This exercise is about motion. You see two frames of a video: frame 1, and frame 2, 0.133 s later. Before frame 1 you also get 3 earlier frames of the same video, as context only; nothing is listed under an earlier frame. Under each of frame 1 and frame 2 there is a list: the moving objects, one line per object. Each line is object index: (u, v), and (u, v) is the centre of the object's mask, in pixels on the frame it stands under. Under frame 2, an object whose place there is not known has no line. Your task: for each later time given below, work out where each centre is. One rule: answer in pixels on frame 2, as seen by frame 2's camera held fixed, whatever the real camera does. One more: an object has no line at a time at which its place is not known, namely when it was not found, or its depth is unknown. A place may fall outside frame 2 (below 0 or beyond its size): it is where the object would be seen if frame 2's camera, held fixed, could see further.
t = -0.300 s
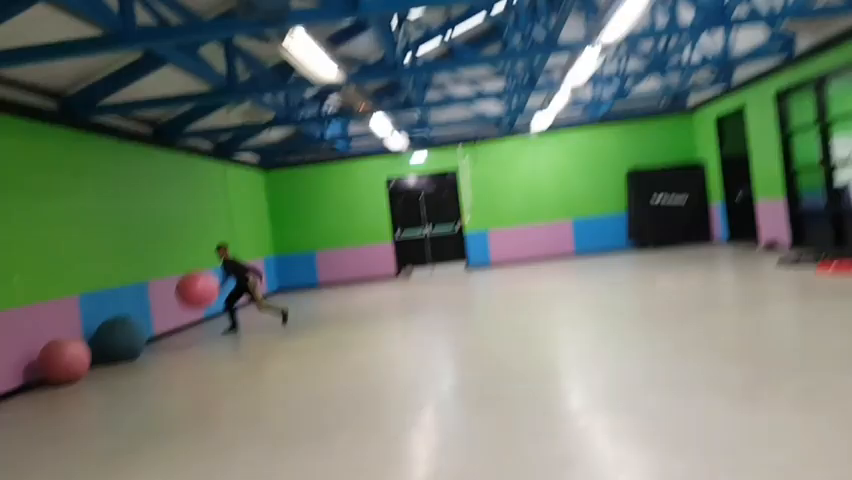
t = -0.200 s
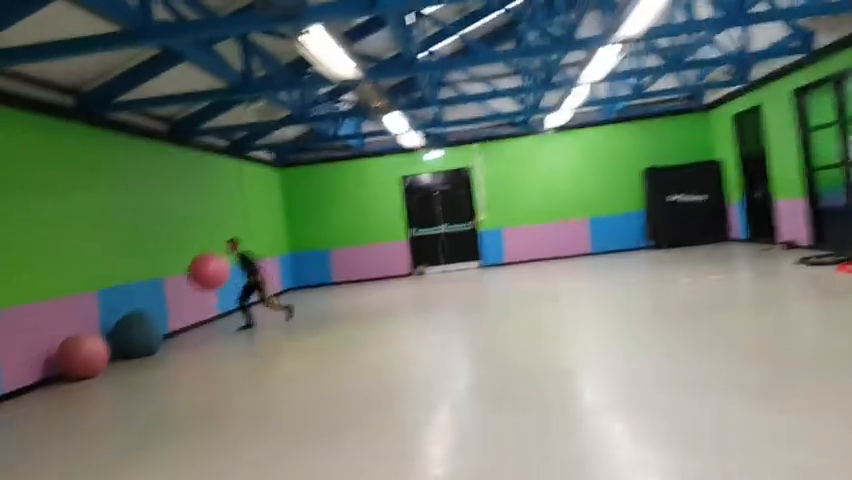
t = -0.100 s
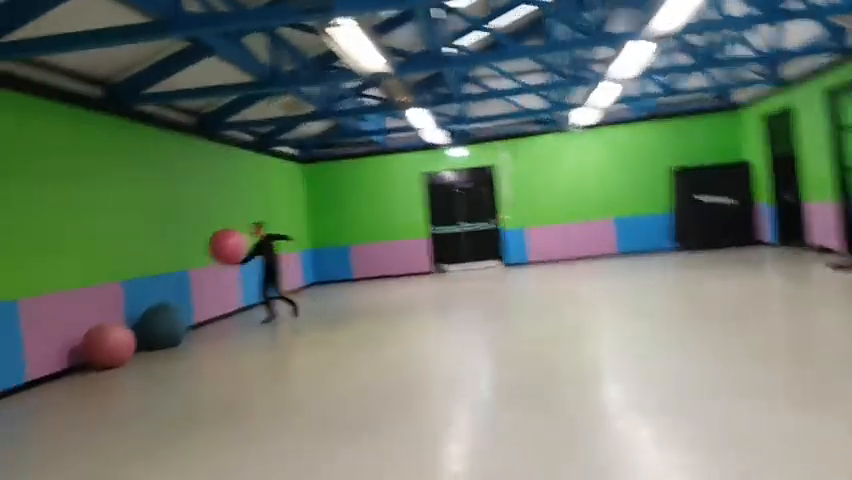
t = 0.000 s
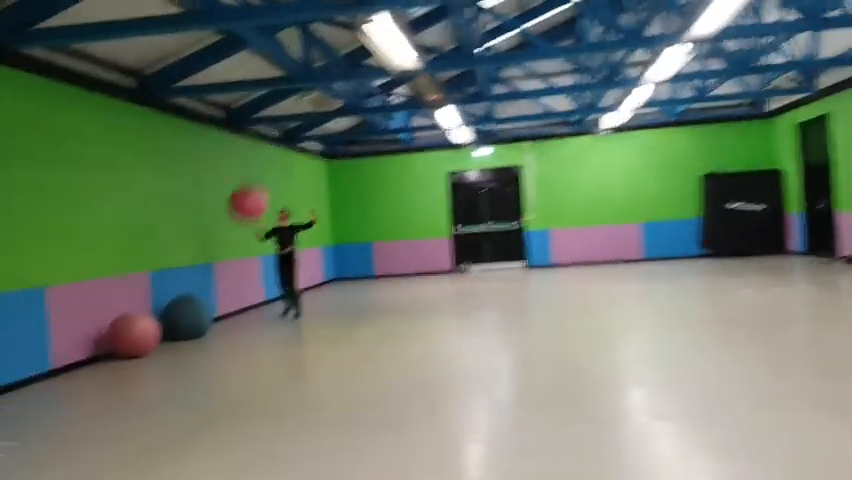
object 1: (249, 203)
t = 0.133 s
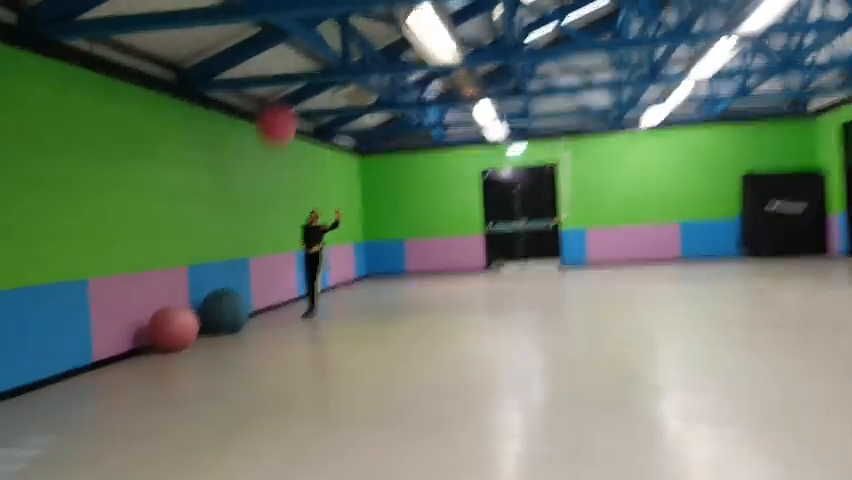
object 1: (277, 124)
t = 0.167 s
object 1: (276, 108)
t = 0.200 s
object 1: (273, 93)
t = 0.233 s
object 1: (272, 83)
